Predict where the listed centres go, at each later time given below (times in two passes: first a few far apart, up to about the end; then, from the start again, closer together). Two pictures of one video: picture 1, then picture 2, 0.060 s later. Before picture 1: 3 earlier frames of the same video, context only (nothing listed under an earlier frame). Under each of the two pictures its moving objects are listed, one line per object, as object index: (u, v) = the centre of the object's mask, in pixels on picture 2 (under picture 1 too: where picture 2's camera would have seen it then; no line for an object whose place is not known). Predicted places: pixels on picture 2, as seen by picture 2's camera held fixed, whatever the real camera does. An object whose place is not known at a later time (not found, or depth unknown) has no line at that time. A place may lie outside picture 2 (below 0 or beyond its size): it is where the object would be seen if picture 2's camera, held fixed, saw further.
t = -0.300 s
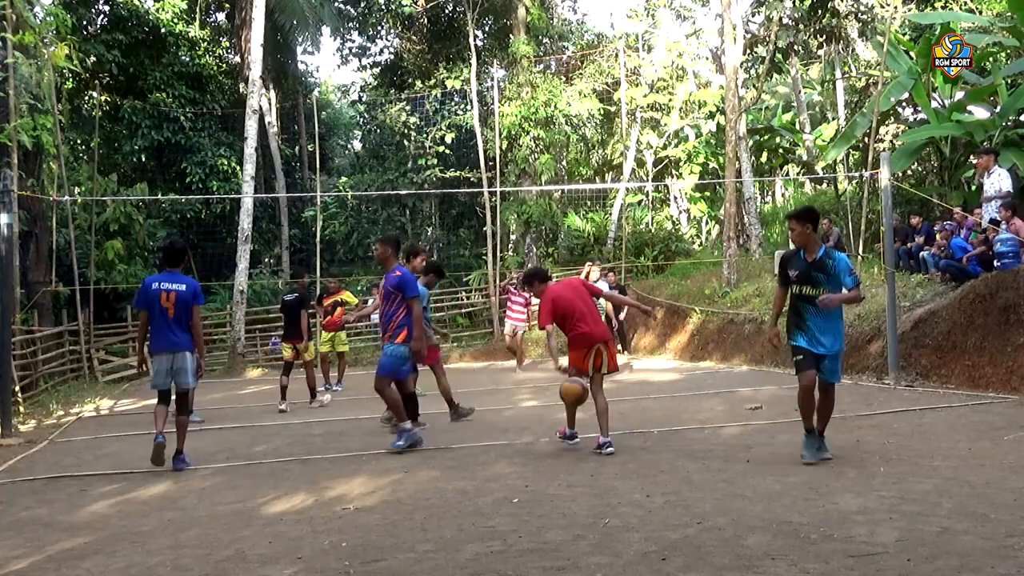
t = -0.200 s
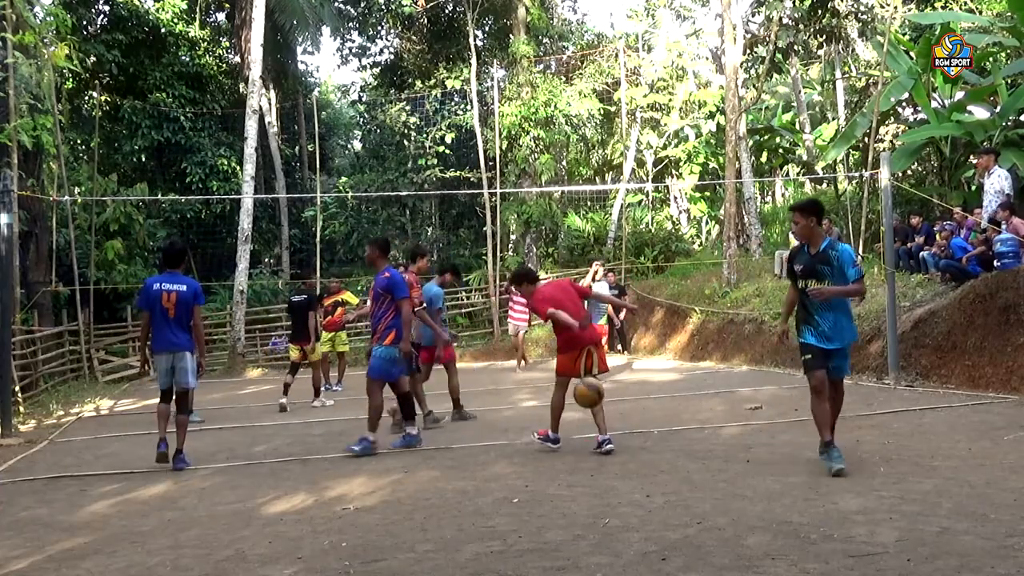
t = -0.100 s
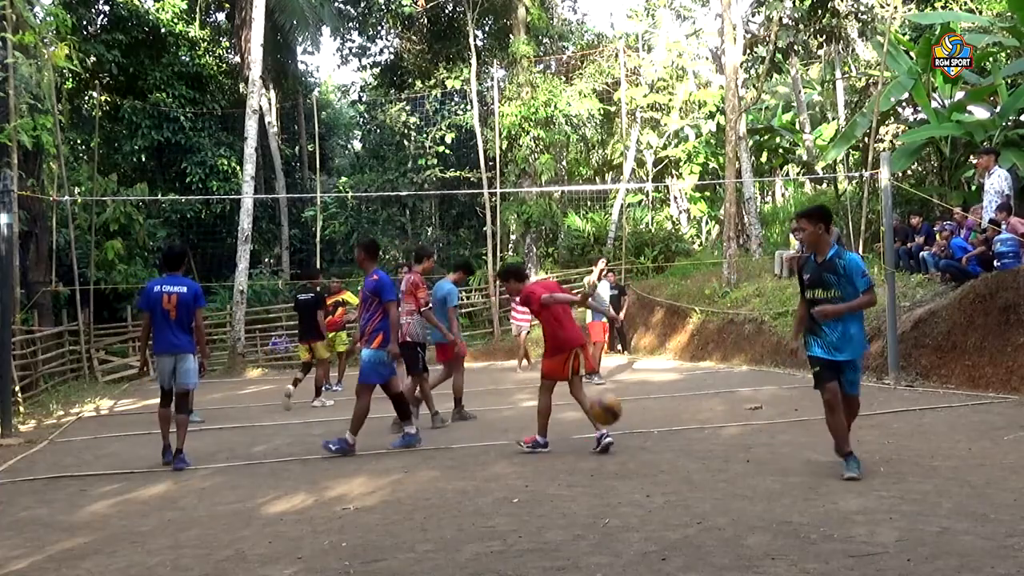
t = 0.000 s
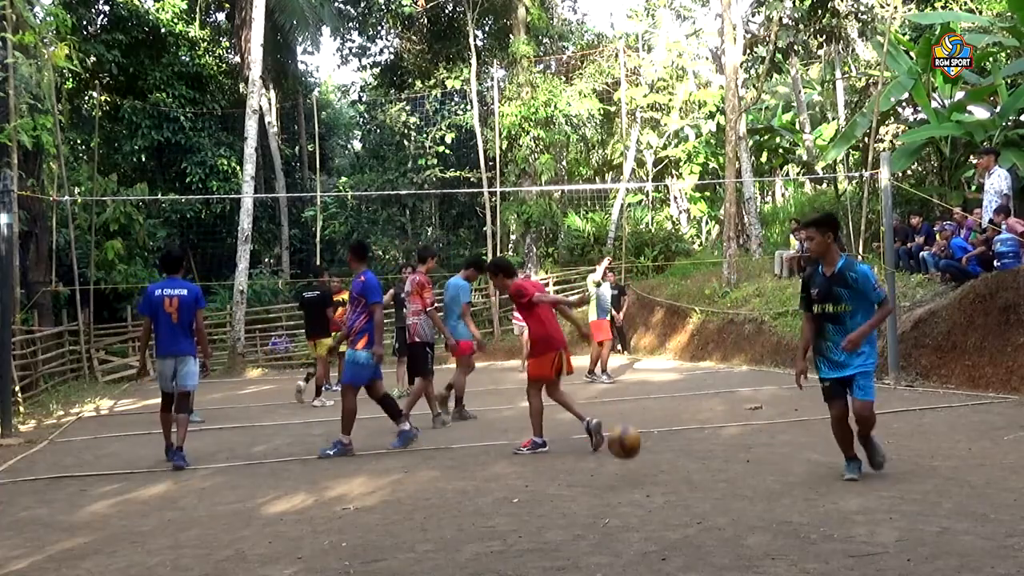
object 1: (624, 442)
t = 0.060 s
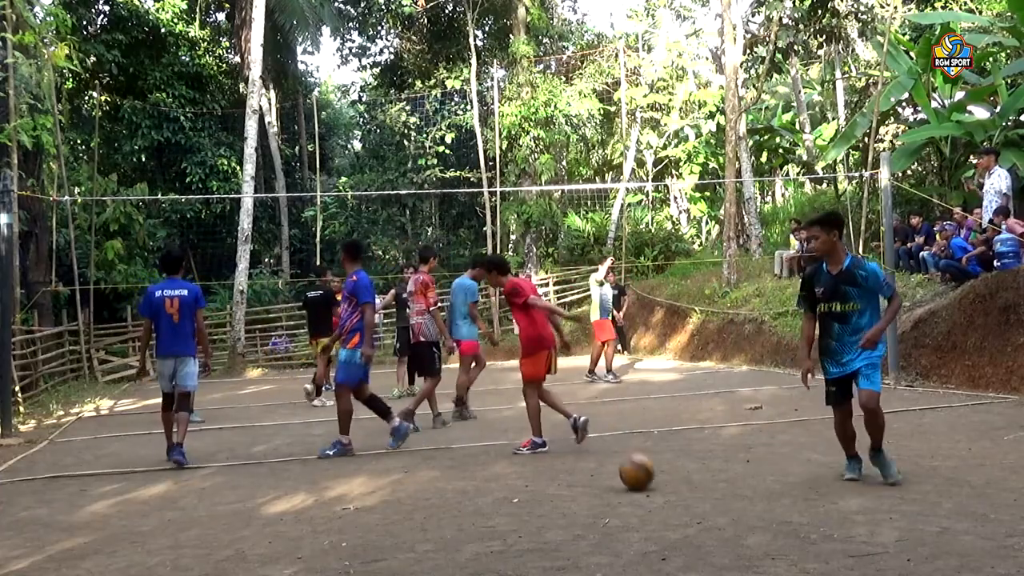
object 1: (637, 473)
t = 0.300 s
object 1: (689, 434)
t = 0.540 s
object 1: (761, 499)
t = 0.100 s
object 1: (644, 464)
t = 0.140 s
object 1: (653, 453)
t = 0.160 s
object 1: (657, 449)
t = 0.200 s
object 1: (665, 441)
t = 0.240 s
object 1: (674, 437)
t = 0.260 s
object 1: (679, 436)
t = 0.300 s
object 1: (689, 434)
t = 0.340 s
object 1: (700, 437)
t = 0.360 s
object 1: (705, 439)
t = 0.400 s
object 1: (717, 446)
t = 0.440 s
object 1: (729, 456)
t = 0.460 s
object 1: (734, 463)
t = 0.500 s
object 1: (747, 479)
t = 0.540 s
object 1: (761, 499)
